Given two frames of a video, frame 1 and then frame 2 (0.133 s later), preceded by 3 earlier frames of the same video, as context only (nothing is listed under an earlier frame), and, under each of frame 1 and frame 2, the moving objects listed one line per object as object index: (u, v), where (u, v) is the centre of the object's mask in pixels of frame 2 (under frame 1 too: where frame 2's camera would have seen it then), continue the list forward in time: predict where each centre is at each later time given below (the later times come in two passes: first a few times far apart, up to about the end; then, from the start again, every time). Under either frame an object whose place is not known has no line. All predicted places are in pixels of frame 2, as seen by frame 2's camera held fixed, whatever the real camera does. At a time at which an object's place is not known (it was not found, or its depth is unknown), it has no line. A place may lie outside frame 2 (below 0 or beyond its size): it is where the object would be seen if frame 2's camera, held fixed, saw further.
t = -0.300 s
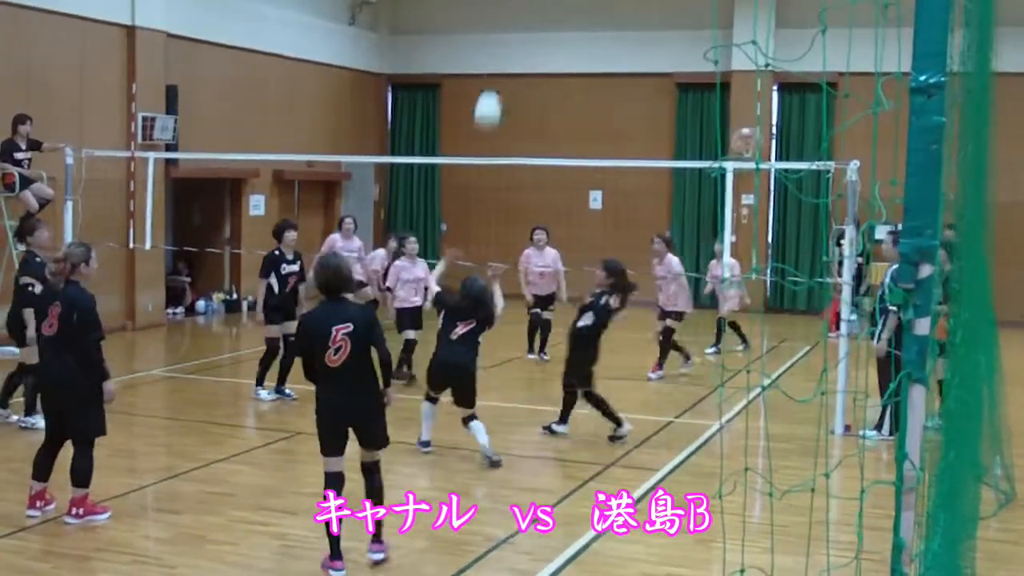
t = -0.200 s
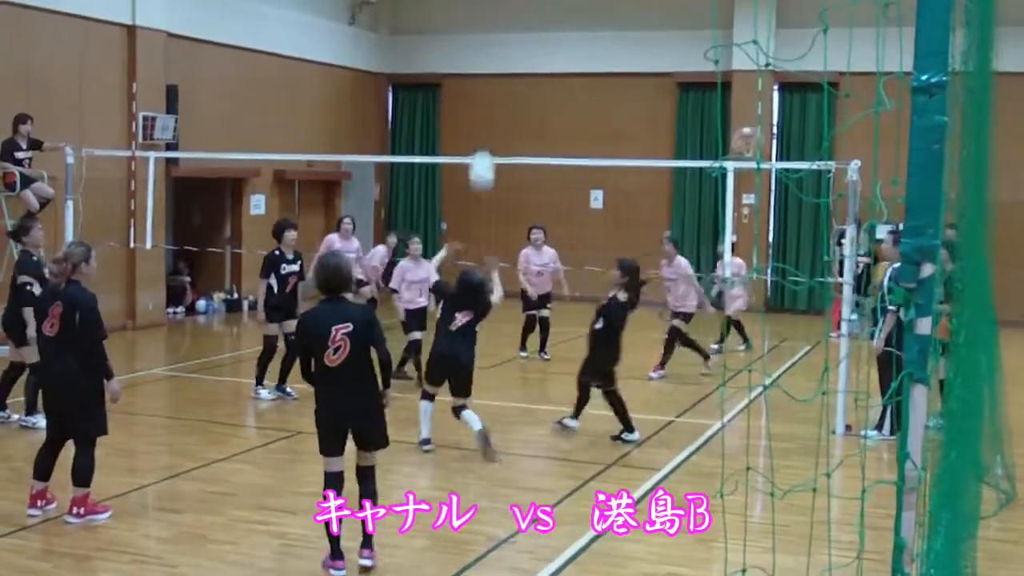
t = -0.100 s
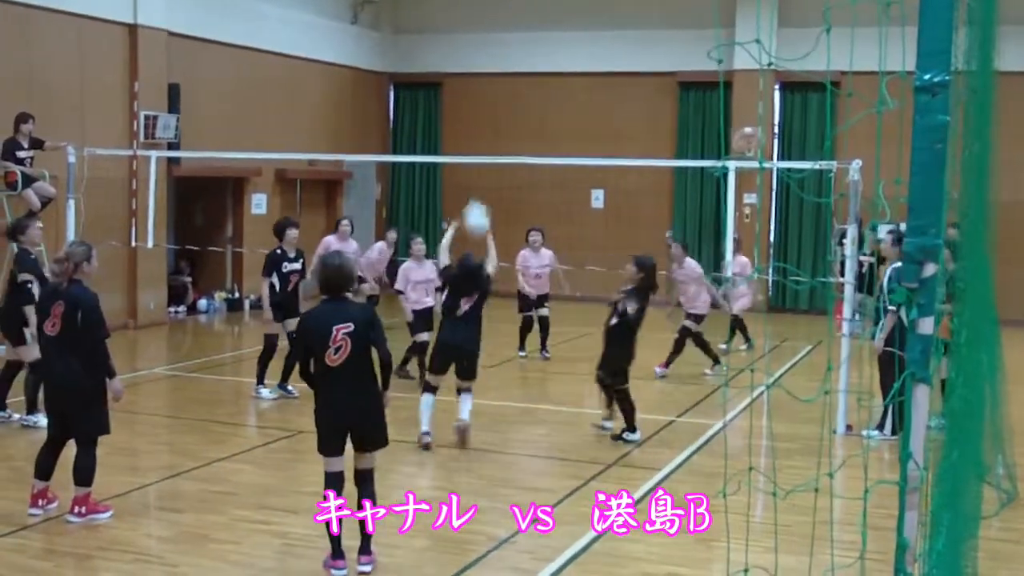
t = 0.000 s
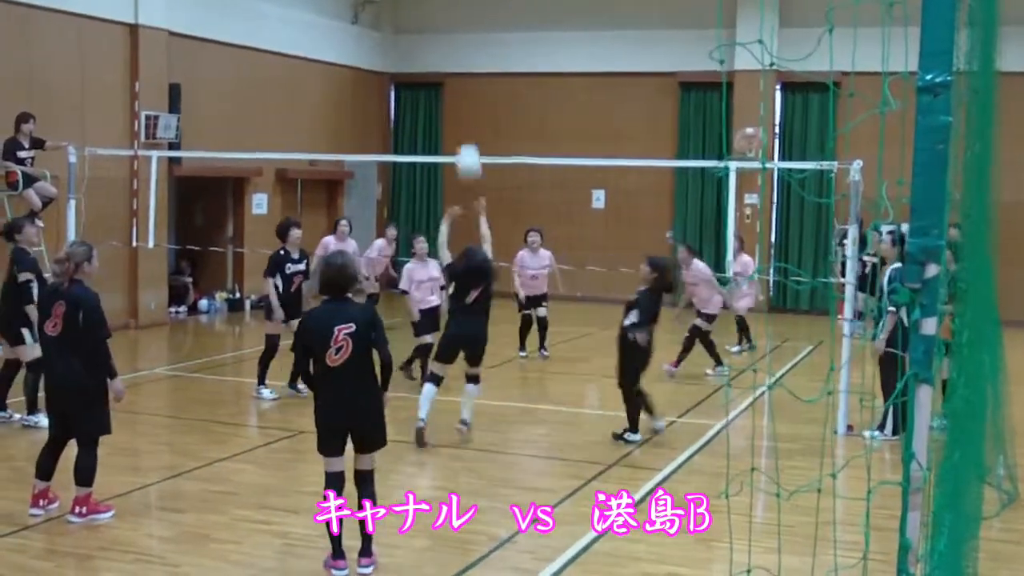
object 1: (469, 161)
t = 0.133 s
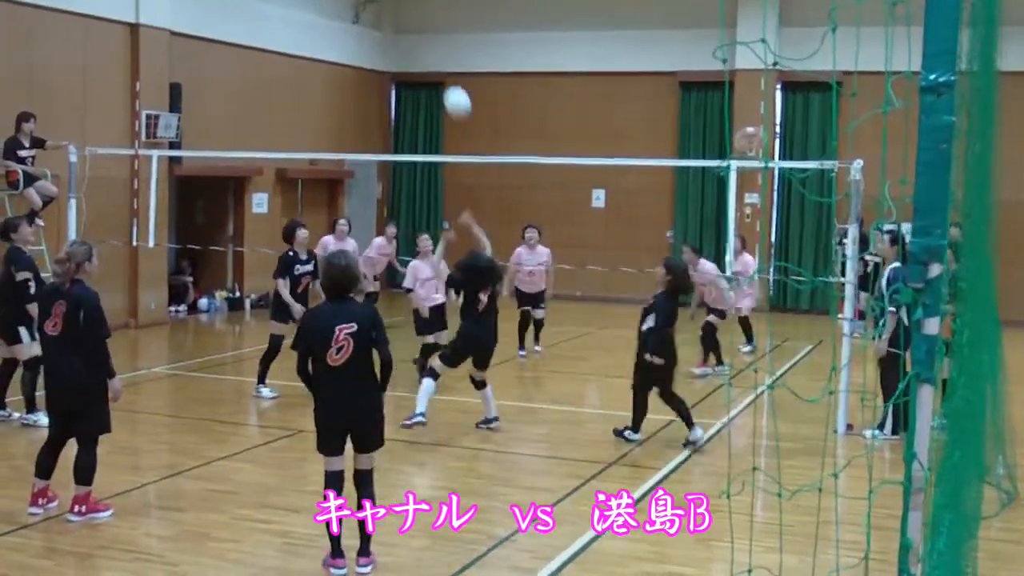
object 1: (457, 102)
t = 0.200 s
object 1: (451, 81)
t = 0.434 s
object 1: (431, 50)
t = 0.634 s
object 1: (414, 76)
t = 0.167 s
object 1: (454, 90)
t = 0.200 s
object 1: (451, 81)
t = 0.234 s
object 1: (448, 73)
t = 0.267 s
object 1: (446, 66)
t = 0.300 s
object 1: (443, 59)
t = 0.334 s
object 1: (440, 53)
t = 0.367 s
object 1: (437, 52)
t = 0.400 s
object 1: (434, 50)
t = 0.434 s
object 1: (431, 50)
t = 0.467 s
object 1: (429, 51)
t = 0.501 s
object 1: (426, 53)
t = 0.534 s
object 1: (423, 57)
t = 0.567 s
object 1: (420, 63)
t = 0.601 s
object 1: (417, 69)
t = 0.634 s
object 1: (414, 76)
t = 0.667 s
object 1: (412, 85)
